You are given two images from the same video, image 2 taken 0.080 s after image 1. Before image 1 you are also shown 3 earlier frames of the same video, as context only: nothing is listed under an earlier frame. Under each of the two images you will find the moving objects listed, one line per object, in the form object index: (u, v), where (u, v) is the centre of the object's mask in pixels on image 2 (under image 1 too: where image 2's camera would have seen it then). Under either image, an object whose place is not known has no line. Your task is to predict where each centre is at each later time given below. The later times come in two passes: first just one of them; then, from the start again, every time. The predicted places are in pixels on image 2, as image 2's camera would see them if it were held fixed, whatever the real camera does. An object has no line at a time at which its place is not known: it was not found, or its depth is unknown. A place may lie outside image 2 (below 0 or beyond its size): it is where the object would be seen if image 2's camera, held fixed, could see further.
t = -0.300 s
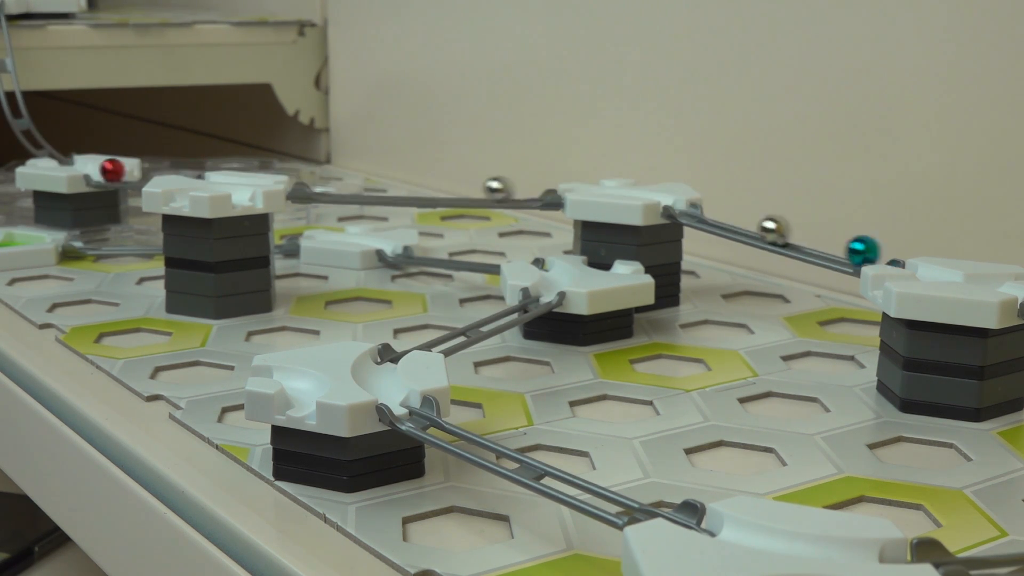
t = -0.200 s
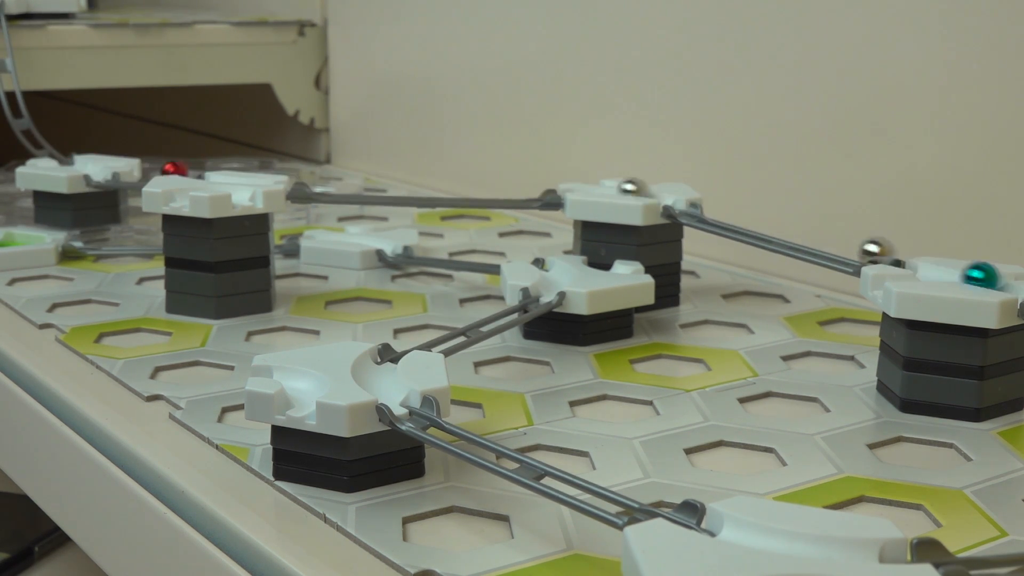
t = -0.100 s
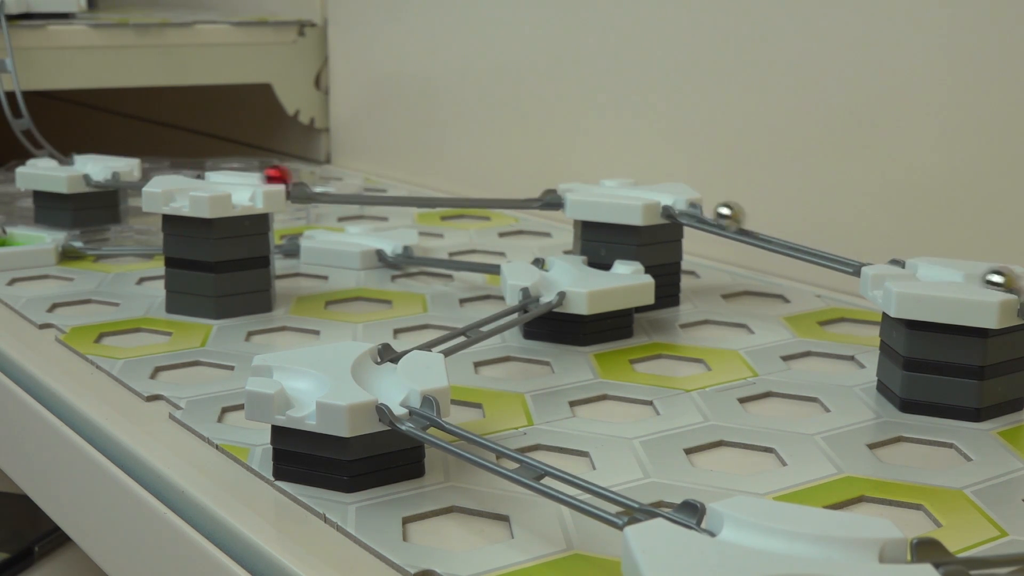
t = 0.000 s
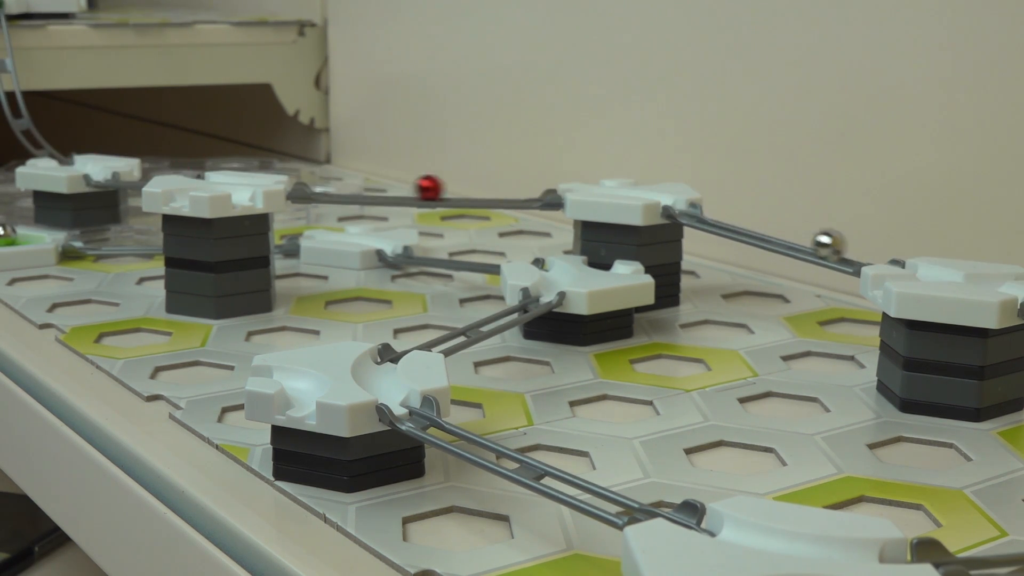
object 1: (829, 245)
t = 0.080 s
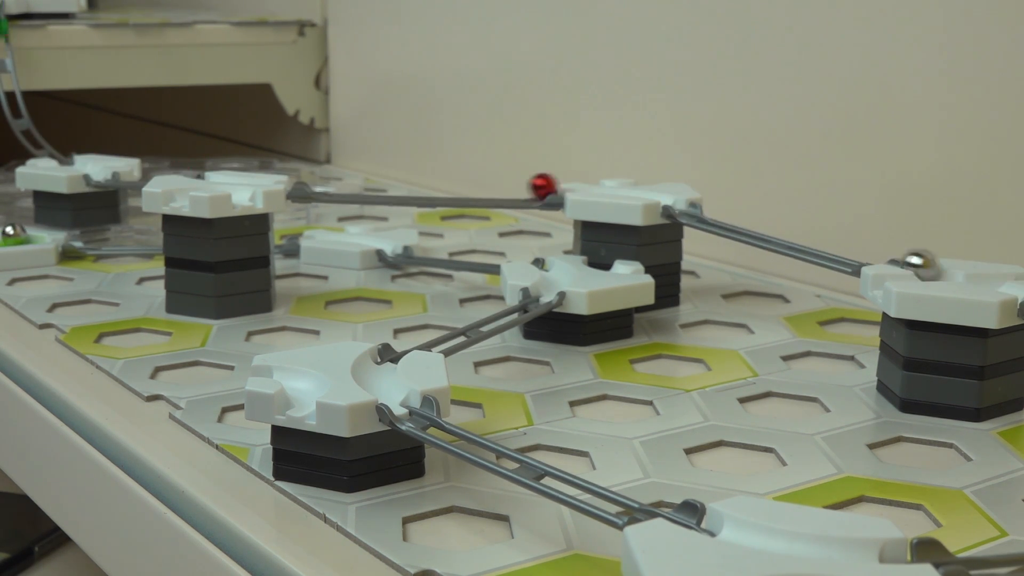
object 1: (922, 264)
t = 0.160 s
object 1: (1018, 286)
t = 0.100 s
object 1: (945, 267)
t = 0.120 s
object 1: (973, 273)
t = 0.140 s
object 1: (1001, 280)
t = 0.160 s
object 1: (1018, 286)
